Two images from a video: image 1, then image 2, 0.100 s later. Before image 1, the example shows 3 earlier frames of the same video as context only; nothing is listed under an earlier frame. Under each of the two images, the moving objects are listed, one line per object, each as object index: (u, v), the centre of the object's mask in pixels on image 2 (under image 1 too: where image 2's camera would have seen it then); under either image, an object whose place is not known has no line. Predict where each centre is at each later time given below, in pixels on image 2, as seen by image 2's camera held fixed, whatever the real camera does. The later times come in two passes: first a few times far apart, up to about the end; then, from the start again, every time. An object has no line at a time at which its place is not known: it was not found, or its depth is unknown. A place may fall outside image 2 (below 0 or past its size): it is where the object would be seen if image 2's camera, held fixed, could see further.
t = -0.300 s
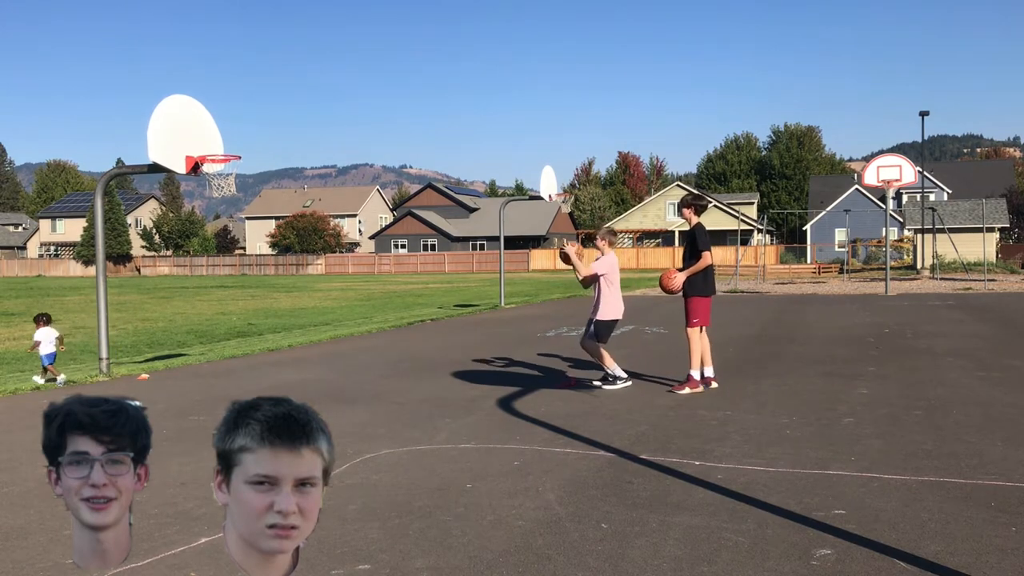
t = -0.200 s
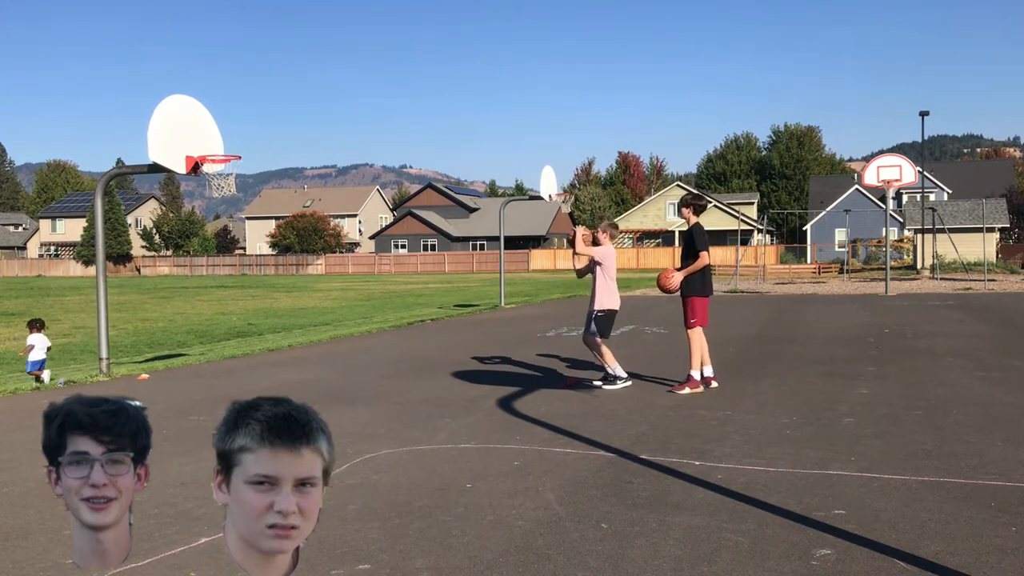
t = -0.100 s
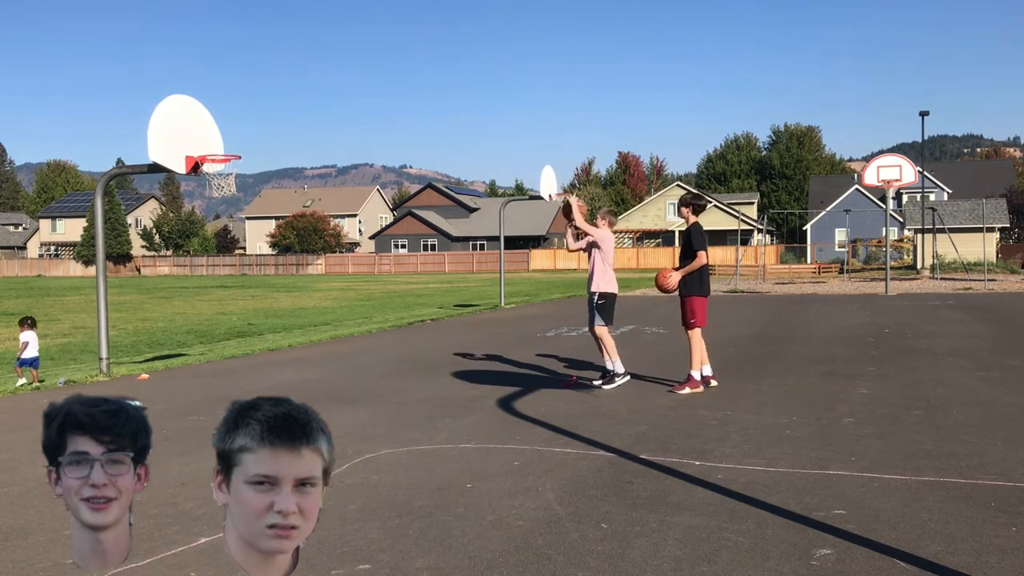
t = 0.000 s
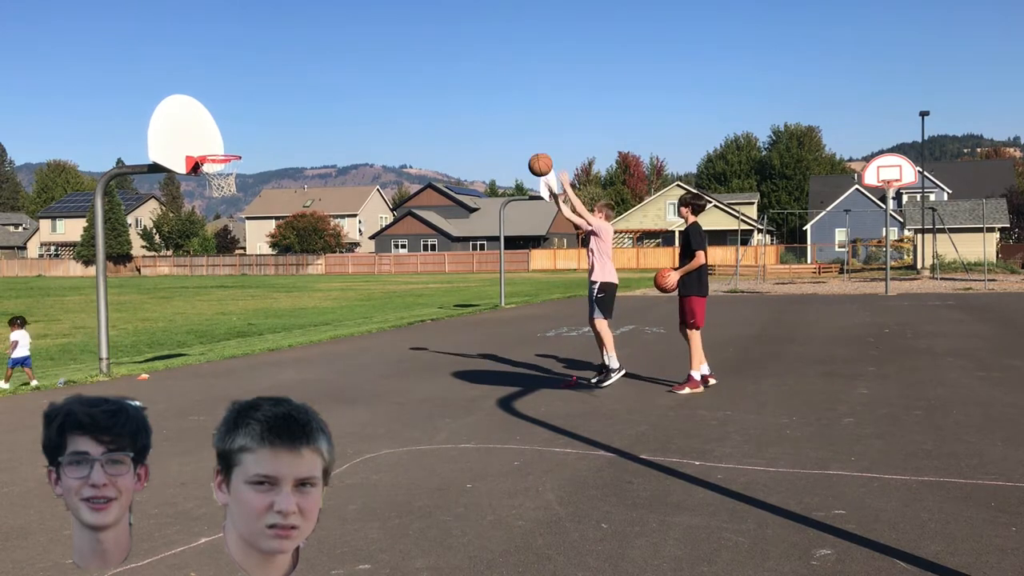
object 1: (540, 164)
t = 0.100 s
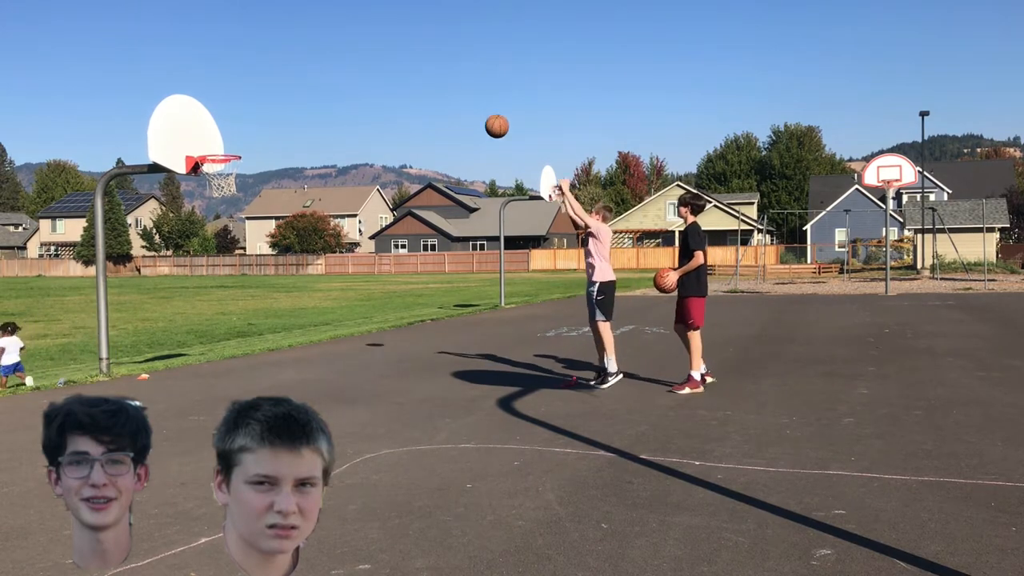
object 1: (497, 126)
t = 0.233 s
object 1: (441, 91)
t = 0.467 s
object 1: (351, 72)
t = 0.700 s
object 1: (270, 104)
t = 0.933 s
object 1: (209, 133)
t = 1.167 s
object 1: (242, 104)
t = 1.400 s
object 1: (277, 122)
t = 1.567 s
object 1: (303, 164)
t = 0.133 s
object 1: (482, 116)
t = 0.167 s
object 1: (468, 106)
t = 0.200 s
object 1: (455, 98)
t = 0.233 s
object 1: (441, 91)
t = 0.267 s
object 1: (427, 85)
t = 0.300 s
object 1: (414, 80)
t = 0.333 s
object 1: (401, 76)
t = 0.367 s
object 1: (388, 74)
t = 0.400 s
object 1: (375, 72)
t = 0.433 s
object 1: (363, 71)
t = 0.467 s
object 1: (351, 72)
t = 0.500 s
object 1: (339, 73)
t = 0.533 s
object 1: (327, 76)
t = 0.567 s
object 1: (315, 80)
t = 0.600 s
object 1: (303, 84)
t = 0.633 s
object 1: (292, 90)
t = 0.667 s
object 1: (281, 96)
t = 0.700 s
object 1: (270, 104)
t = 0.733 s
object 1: (259, 112)
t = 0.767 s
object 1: (248, 121)
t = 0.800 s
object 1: (238, 131)
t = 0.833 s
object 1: (227, 141)
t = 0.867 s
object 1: (219, 147)
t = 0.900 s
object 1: (214, 140)
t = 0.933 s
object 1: (209, 133)
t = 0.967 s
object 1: (214, 126)
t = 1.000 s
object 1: (219, 120)
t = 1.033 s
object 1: (223, 115)
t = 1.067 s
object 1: (228, 111)
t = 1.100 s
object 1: (233, 108)
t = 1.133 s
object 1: (237, 106)
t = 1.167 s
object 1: (242, 104)
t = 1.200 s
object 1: (247, 104)
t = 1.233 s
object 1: (252, 105)
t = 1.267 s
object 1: (257, 106)
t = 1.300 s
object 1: (262, 109)
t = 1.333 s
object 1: (267, 112)
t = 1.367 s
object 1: (272, 117)
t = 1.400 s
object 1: (277, 122)
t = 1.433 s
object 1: (282, 129)
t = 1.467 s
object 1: (288, 136)
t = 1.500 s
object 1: (293, 144)
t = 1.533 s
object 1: (298, 154)
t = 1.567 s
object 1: (303, 164)
